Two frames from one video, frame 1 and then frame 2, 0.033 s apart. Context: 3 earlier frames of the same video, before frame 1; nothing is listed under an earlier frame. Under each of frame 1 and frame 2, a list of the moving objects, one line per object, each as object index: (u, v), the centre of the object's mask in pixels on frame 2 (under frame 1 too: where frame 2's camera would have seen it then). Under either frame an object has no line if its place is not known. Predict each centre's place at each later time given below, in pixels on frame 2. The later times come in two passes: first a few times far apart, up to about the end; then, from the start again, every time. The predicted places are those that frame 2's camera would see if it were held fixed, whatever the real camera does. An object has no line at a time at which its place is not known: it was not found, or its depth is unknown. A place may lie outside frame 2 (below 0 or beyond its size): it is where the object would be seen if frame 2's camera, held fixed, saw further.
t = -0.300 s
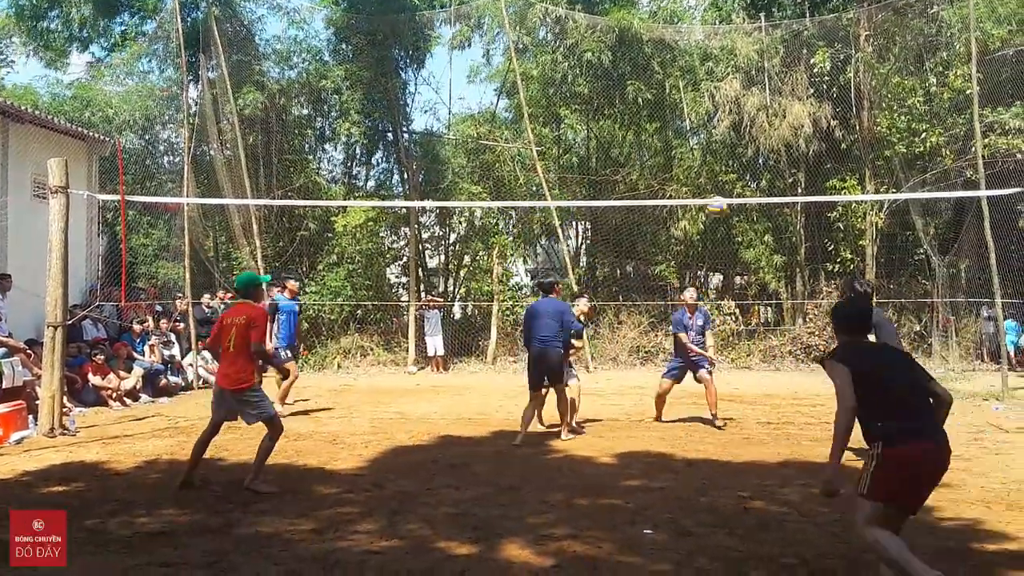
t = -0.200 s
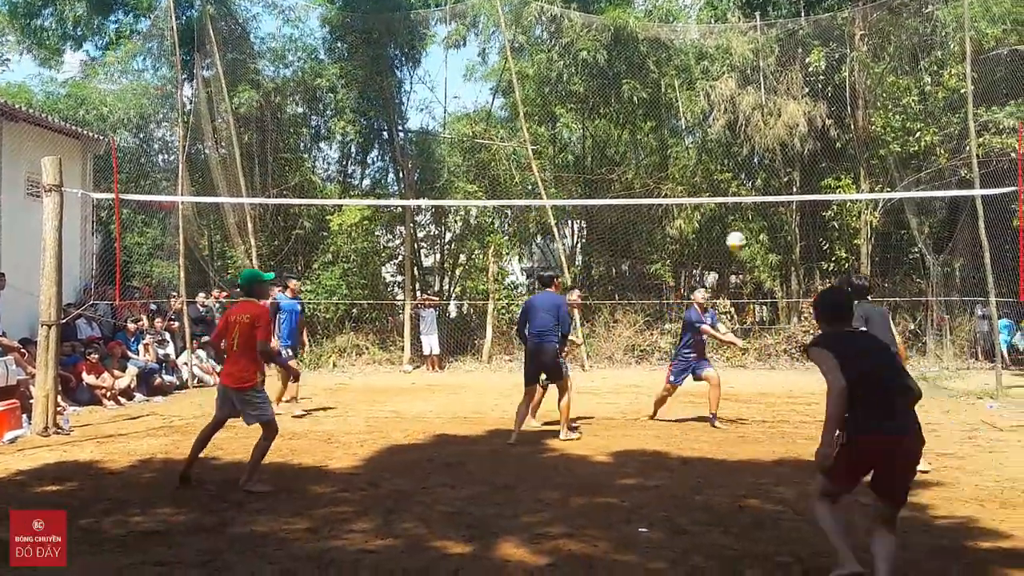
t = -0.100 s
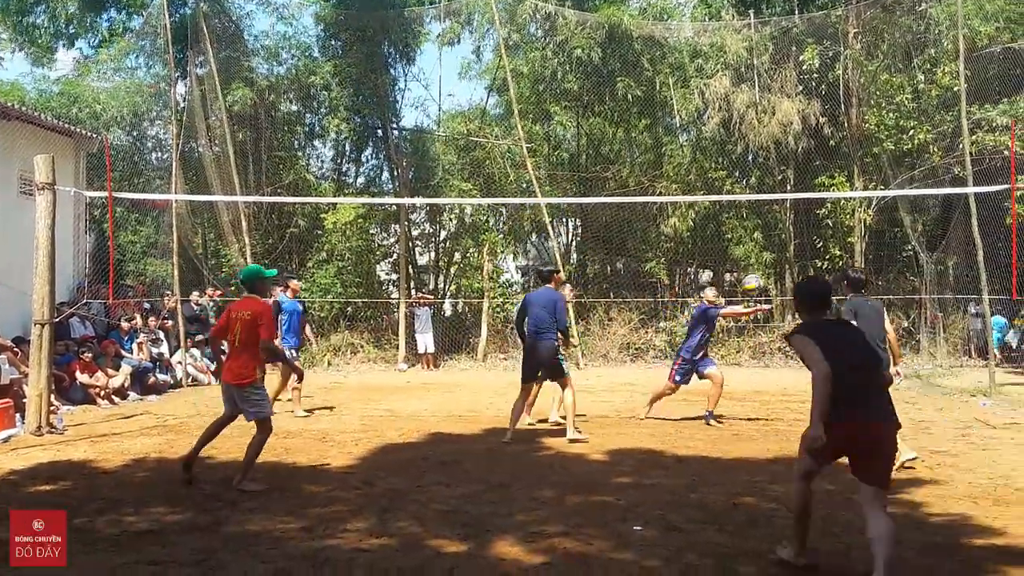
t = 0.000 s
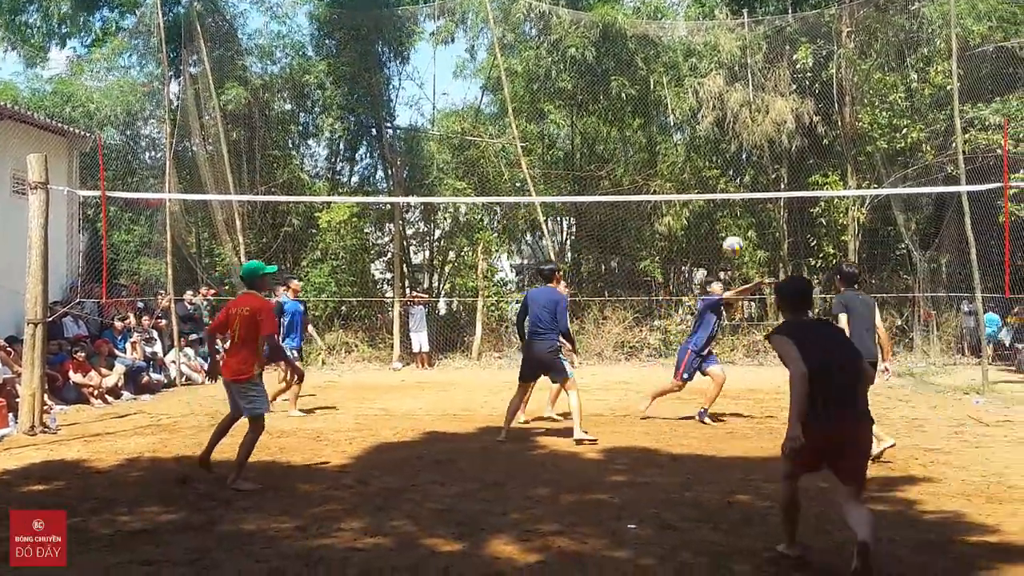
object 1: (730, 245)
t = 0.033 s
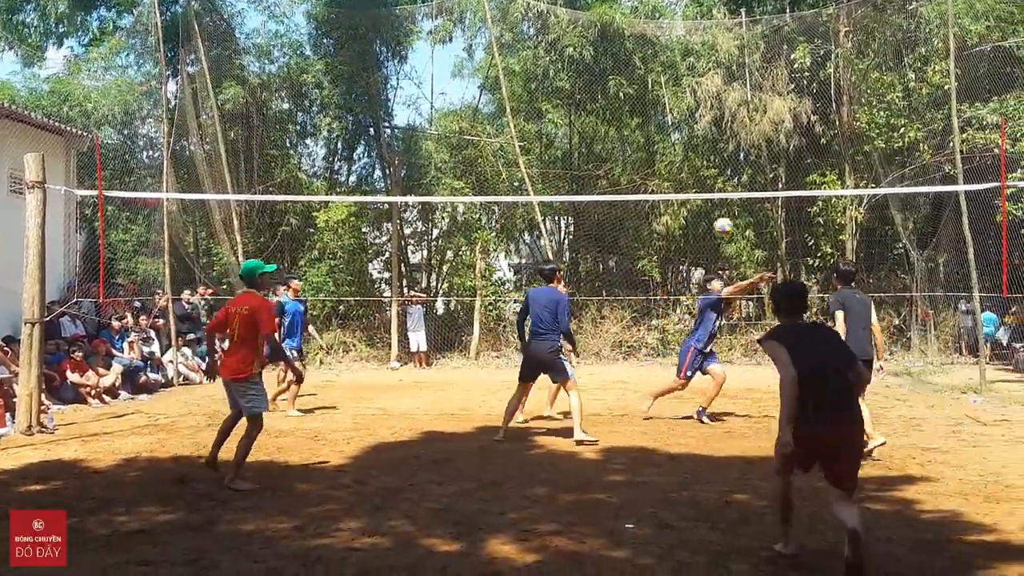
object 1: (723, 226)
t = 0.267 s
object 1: (669, 134)
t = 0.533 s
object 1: (607, 88)
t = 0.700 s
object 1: (568, 91)
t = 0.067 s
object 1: (715, 209)
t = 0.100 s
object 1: (707, 190)
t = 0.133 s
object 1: (700, 181)
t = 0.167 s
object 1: (691, 168)
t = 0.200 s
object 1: (684, 155)
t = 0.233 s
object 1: (677, 145)
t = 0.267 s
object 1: (669, 134)
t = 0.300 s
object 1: (661, 123)
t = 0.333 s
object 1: (653, 117)
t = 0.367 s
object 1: (646, 109)
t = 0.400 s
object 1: (639, 103)
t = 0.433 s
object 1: (630, 97)
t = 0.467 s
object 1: (622, 91)
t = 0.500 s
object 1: (615, 90)
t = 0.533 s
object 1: (607, 88)
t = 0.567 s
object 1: (599, 86)
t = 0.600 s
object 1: (591, 85)
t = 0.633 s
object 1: (583, 85)
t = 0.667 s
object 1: (576, 88)
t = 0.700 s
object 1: (568, 91)
